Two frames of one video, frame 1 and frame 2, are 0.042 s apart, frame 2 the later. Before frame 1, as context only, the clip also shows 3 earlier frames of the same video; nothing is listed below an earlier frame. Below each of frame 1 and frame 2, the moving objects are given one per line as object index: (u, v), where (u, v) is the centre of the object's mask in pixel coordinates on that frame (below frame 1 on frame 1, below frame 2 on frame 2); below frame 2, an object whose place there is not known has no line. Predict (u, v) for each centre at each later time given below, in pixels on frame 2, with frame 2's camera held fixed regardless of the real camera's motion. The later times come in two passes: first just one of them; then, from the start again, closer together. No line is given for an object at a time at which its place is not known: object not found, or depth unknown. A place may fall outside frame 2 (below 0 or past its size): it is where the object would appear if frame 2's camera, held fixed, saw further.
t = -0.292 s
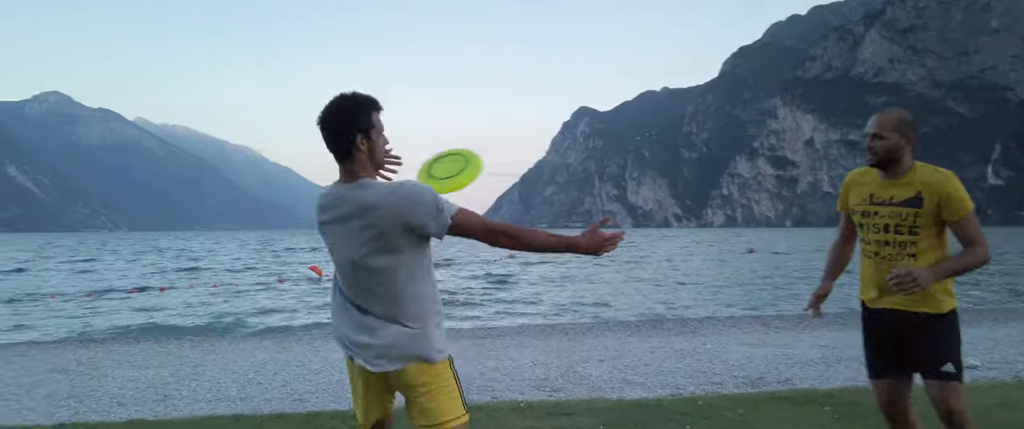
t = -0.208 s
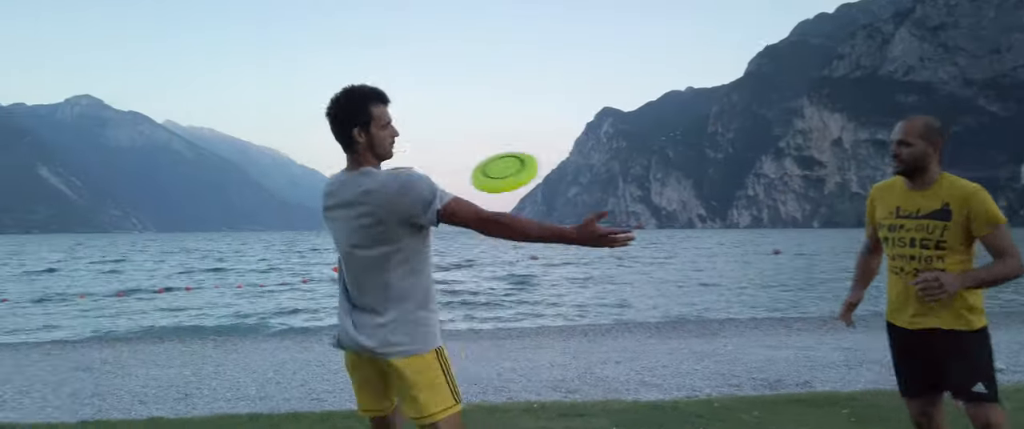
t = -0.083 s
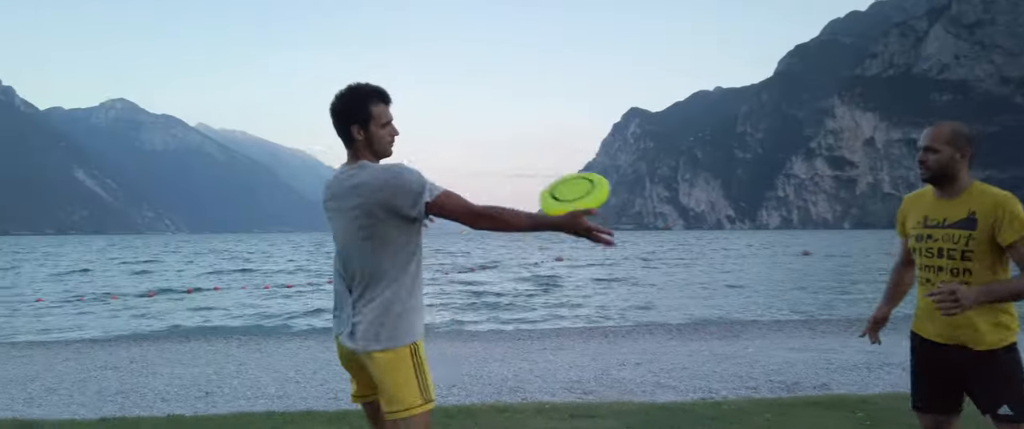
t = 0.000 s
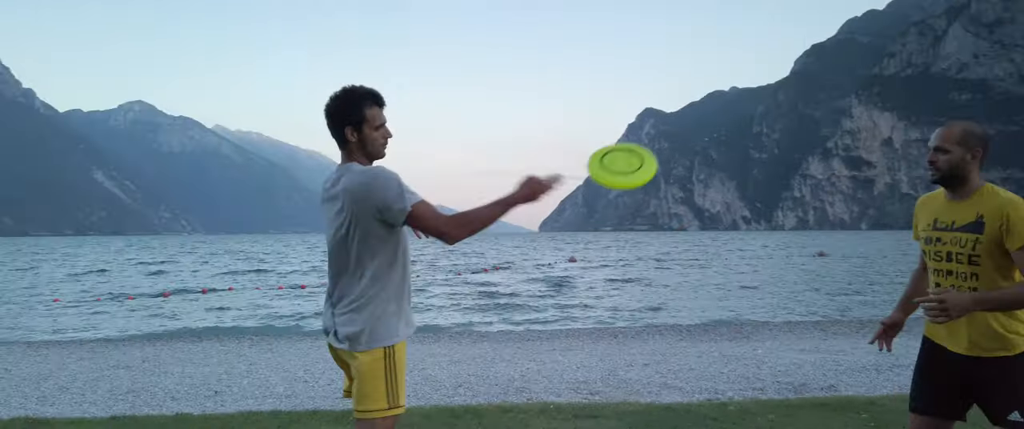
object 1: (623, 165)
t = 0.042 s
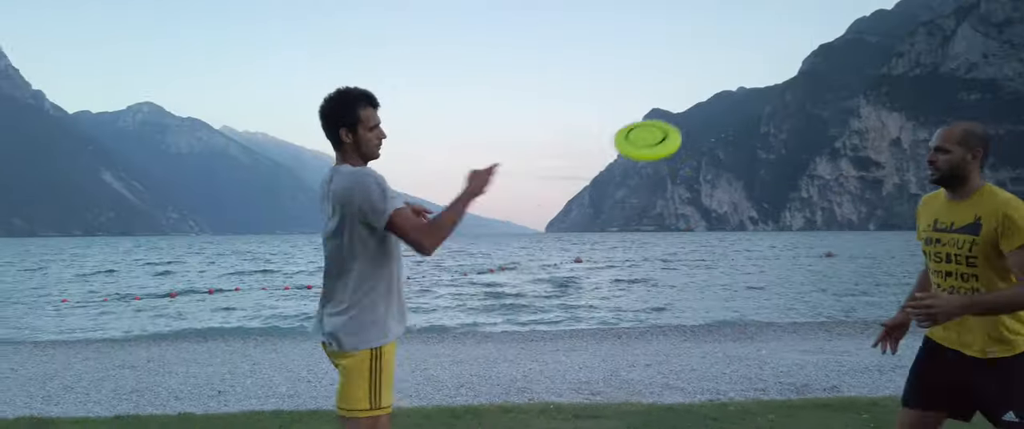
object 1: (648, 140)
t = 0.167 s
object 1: (709, 92)
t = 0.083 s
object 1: (666, 124)
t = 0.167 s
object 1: (709, 92)
